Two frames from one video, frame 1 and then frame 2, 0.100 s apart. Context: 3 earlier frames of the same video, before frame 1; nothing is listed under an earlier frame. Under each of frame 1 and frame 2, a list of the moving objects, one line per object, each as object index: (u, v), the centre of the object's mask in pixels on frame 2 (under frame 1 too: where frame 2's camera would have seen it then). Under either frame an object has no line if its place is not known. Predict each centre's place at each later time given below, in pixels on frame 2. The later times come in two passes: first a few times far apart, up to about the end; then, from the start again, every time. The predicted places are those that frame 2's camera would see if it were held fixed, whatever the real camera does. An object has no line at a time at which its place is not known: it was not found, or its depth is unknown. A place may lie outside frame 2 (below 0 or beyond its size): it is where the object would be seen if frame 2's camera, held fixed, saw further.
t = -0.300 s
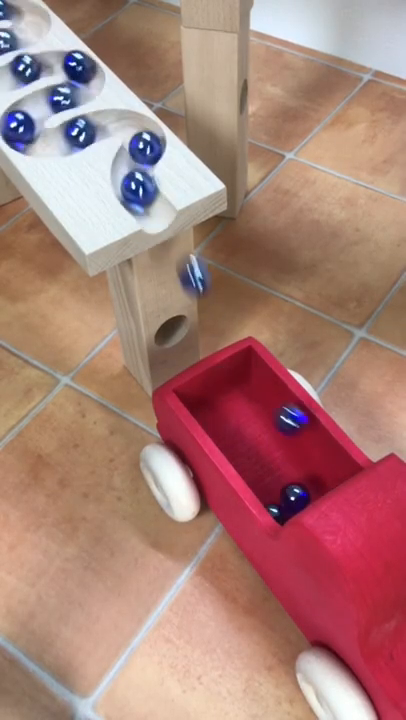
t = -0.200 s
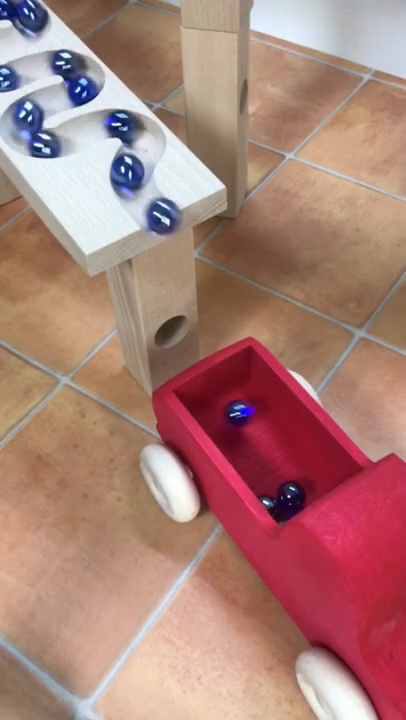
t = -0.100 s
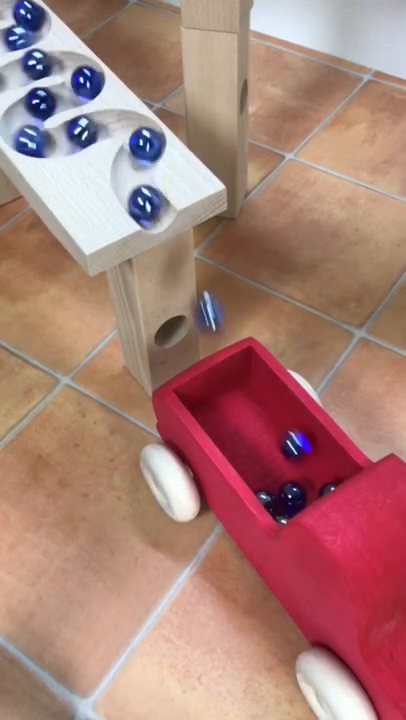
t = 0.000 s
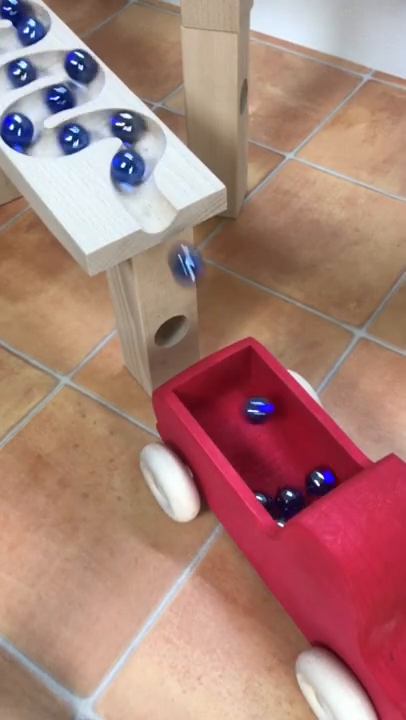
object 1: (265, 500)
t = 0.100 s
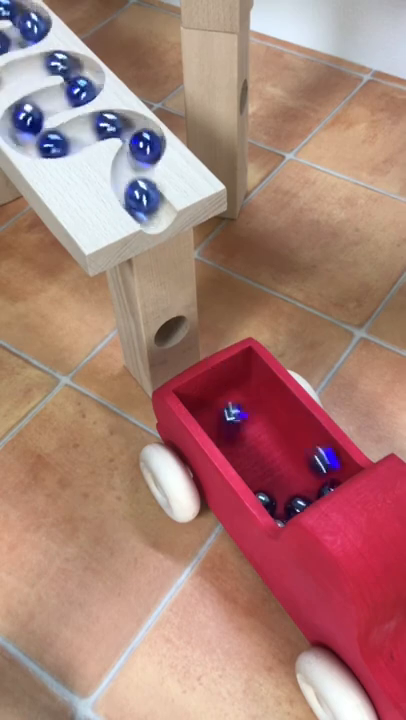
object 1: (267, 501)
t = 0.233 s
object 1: (270, 499)
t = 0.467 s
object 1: (263, 494)
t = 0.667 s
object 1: (260, 494)
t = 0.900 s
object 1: (258, 489)
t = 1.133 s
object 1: (256, 489)
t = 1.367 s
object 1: (256, 488)
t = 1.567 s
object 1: (254, 486)
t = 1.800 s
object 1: (254, 486)
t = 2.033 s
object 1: (250, 482)
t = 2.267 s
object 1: (248, 480)
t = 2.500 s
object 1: (245, 475)
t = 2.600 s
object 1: (245, 474)
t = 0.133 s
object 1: (267, 500)
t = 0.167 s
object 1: (268, 500)
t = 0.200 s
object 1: (269, 499)
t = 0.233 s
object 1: (270, 499)
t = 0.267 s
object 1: (270, 499)
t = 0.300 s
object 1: (270, 498)
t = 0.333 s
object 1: (267, 496)
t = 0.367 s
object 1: (265, 495)
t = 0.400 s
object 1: (265, 495)
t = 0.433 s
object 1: (264, 494)
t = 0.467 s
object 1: (263, 494)
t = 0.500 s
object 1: (262, 494)
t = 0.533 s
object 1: (261, 495)
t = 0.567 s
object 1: (261, 495)
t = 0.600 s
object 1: (260, 495)
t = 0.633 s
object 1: (260, 494)
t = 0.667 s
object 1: (260, 494)
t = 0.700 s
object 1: (261, 494)
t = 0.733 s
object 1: (262, 495)
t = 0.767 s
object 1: (260, 492)
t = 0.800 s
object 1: (259, 490)
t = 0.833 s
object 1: (259, 489)
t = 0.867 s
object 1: (259, 490)
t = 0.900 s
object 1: (258, 489)
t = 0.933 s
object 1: (258, 489)
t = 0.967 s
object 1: (258, 490)
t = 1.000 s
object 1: (258, 492)
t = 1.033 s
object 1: (257, 490)
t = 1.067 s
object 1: (256, 489)
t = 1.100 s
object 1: (256, 489)
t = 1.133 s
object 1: (256, 489)
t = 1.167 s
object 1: (256, 489)
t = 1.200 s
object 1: (256, 488)
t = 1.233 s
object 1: (256, 488)
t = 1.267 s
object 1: (256, 488)
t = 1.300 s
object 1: (256, 488)
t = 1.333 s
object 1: (256, 488)
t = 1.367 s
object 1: (256, 488)
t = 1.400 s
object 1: (255, 489)
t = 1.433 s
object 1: (255, 488)
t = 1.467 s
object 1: (255, 488)
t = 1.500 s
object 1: (254, 488)
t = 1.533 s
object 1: (254, 487)
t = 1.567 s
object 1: (254, 486)
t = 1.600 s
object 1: (255, 487)
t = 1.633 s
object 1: (254, 487)
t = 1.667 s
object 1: (254, 487)
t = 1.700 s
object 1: (254, 486)
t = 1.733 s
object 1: (254, 487)
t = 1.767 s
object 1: (254, 486)
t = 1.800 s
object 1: (254, 486)
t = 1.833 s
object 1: (254, 486)
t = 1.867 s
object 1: (254, 486)
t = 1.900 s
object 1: (253, 486)
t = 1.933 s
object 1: (253, 485)
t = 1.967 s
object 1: (252, 483)
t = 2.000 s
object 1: (252, 484)
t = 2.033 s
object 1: (250, 482)
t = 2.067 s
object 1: (249, 481)
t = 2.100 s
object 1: (250, 481)
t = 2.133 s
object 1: (251, 483)
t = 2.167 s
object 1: (251, 482)
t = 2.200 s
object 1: (251, 482)
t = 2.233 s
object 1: (251, 481)
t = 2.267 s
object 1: (248, 480)
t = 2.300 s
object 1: (247, 478)
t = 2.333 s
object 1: (247, 478)
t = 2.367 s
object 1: (246, 477)
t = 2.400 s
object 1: (246, 476)
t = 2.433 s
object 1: (246, 476)
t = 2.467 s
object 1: (245, 475)
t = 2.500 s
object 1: (245, 475)
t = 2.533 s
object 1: (245, 474)
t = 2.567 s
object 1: (245, 474)
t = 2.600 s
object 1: (245, 474)
